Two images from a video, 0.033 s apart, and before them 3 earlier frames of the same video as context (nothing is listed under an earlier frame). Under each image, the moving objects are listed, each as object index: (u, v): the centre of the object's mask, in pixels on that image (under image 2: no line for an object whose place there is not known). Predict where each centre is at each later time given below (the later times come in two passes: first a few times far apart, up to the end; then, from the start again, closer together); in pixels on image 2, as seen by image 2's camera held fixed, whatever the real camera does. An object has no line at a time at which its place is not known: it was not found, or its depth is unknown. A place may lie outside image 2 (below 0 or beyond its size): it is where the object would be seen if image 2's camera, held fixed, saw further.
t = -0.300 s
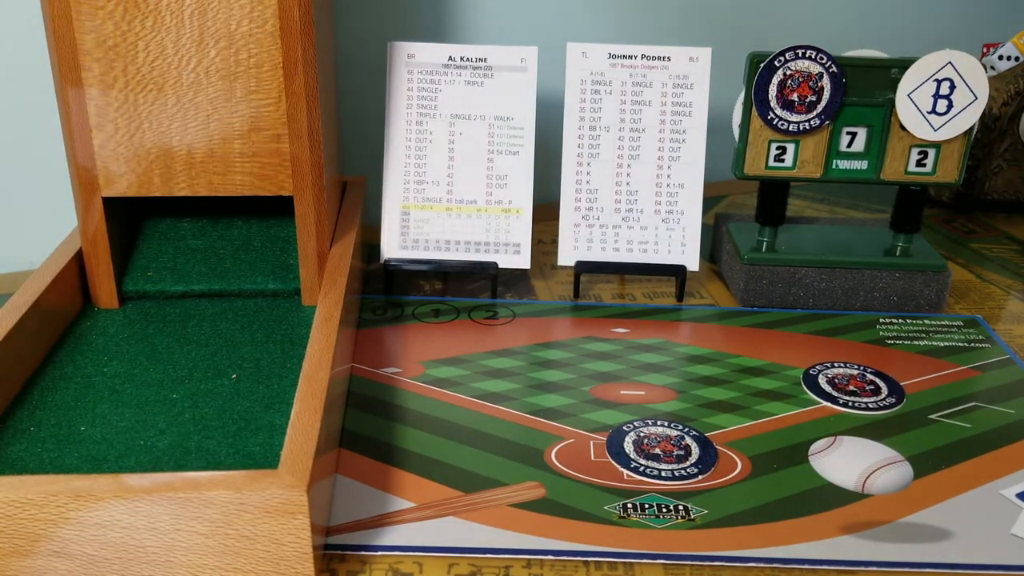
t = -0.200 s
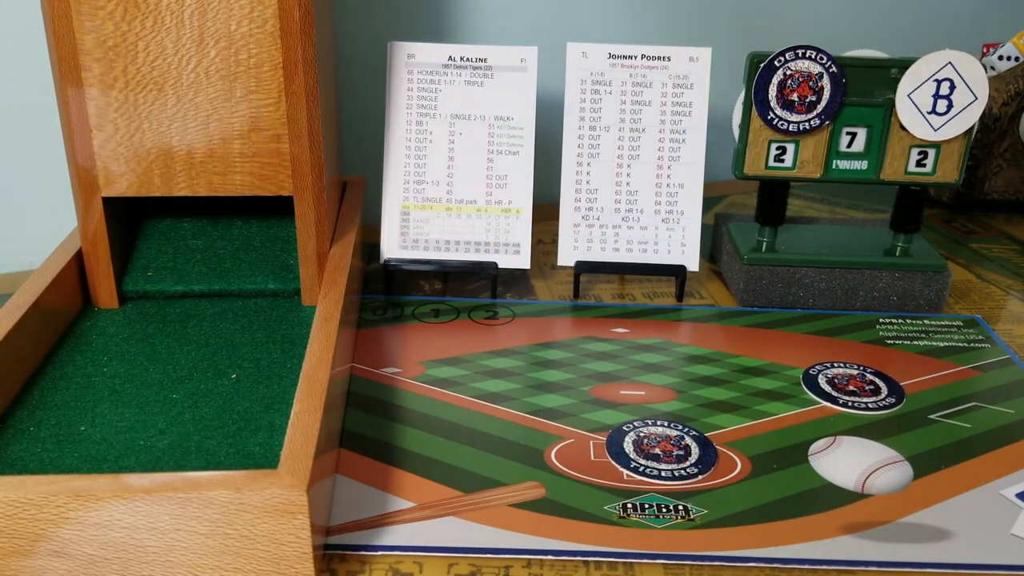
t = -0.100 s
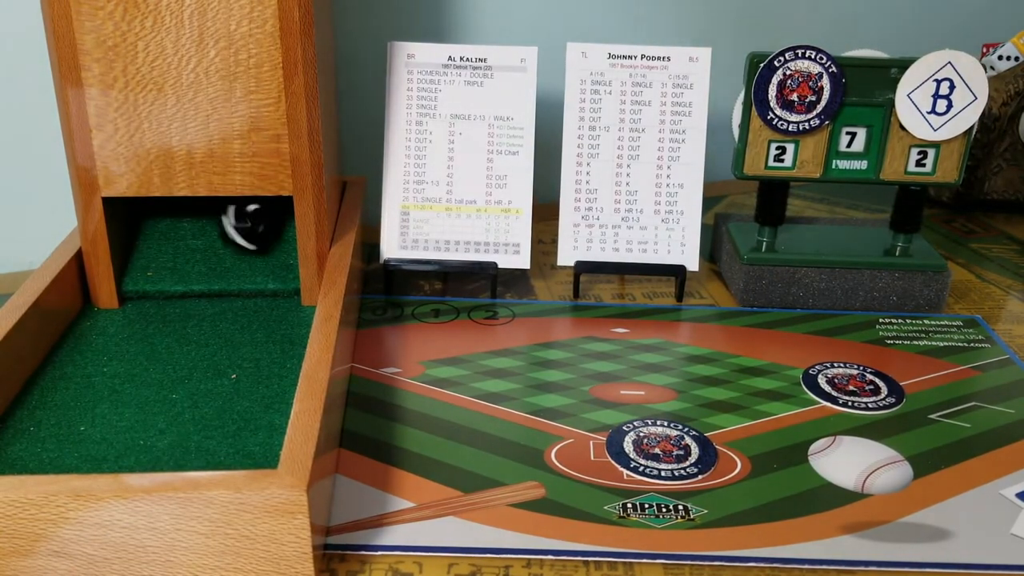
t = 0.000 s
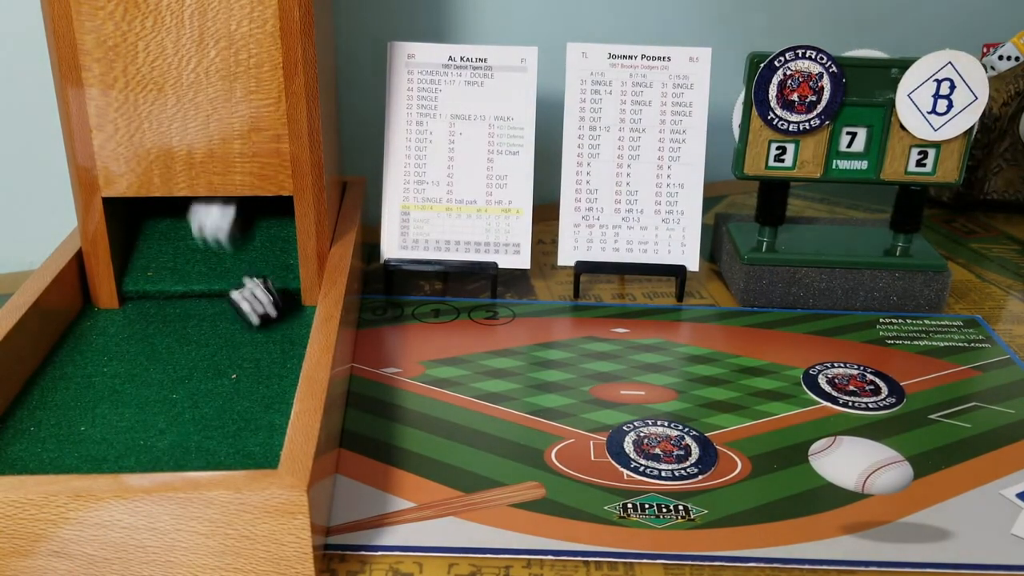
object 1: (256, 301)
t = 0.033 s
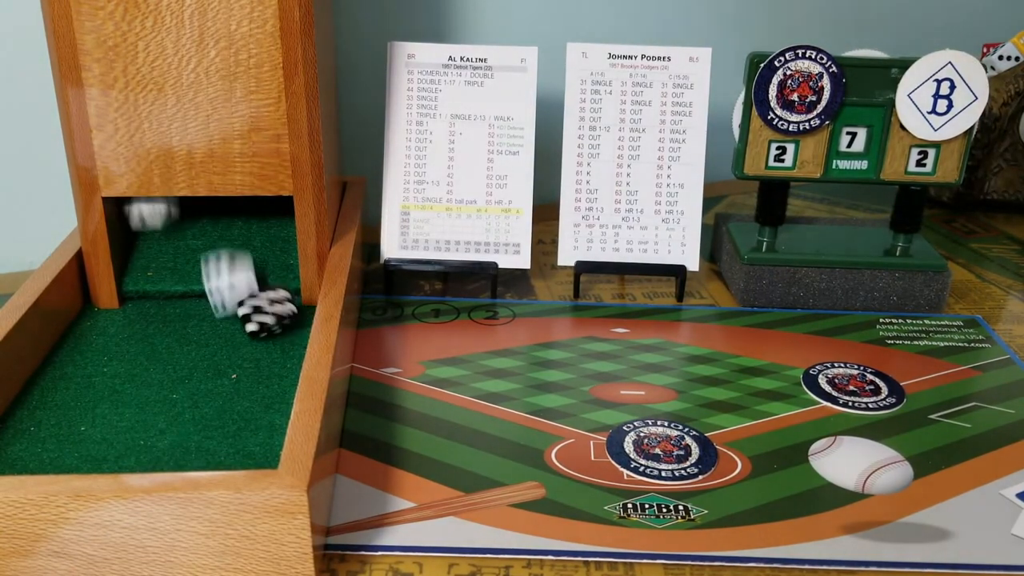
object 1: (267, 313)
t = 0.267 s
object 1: (282, 353)
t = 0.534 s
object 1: (282, 353)
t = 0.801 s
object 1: (282, 353)
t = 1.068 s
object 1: (282, 353)
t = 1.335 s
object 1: (282, 353)
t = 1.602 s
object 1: (282, 353)
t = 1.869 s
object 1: (282, 353)
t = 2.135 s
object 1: (282, 353)
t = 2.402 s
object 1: (282, 353)
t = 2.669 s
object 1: (282, 353)
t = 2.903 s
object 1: (282, 353)
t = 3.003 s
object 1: (282, 353)
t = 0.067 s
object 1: (282, 323)
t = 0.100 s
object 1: (290, 331)
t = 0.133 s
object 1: (289, 340)
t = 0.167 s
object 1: (285, 349)
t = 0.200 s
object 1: (283, 353)
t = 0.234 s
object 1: (282, 353)
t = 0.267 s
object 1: (282, 353)
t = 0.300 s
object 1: (282, 353)
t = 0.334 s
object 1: (282, 353)
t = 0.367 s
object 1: (282, 353)
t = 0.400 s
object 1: (282, 353)
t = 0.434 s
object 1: (282, 353)
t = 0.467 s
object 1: (282, 353)
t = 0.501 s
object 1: (282, 353)
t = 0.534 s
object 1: (282, 353)
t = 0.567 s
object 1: (282, 353)
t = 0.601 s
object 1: (282, 353)
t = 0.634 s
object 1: (282, 353)
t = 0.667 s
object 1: (282, 353)
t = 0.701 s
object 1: (282, 353)
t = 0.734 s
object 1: (282, 353)
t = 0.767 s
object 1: (282, 353)
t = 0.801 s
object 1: (282, 353)
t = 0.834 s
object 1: (282, 353)
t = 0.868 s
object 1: (282, 353)
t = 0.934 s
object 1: (282, 353)
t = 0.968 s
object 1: (282, 353)
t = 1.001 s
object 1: (282, 353)
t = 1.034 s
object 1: (282, 353)
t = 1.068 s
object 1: (282, 353)
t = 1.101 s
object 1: (282, 353)
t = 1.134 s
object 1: (282, 353)
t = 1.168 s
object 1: (282, 353)
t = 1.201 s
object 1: (282, 353)
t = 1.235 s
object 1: (282, 353)
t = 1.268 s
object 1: (282, 353)
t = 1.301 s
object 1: (282, 353)
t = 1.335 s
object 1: (282, 353)
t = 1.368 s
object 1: (282, 353)
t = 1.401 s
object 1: (282, 353)
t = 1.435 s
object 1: (282, 353)
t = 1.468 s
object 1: (282, 353)
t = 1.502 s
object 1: (282, 353)
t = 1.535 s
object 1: (282, 353)
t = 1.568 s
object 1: (282, 353)
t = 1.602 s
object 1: (282, 353)
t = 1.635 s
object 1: (282, 353)
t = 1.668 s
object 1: (282, 353)
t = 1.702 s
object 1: (282, 353)
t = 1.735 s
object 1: (282, 353)
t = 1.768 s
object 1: (282, 353)
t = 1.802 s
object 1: (282, 353)
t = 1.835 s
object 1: (282, 353)
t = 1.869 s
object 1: (282, 353)
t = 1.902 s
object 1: (282, 353)
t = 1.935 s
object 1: (282, 353)
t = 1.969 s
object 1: (282, 353)
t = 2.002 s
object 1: (282, 353)
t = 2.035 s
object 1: (282, 353)
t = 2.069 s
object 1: (282, 353)
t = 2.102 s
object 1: (282, 353)
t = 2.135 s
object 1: (282, 353)
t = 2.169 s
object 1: (282, 353)
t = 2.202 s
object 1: (282, 353)
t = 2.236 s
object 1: (282, 353)
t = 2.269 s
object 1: (282, 353)
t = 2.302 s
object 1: (282, 353)
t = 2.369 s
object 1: (282, 353)
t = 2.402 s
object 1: (282, 353)
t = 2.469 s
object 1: (282, 353)
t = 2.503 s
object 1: (282, 353)
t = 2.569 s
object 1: (282, 353)
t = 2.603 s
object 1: (282, 353)
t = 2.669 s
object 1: (282, 353)
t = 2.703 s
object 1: (282, 353)
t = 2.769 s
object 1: (282, 353)
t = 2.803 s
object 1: (282, 353)
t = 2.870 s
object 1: (282, 353)
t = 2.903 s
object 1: (282, 353)
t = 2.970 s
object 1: (282, 353)
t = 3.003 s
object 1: (282, 353)
